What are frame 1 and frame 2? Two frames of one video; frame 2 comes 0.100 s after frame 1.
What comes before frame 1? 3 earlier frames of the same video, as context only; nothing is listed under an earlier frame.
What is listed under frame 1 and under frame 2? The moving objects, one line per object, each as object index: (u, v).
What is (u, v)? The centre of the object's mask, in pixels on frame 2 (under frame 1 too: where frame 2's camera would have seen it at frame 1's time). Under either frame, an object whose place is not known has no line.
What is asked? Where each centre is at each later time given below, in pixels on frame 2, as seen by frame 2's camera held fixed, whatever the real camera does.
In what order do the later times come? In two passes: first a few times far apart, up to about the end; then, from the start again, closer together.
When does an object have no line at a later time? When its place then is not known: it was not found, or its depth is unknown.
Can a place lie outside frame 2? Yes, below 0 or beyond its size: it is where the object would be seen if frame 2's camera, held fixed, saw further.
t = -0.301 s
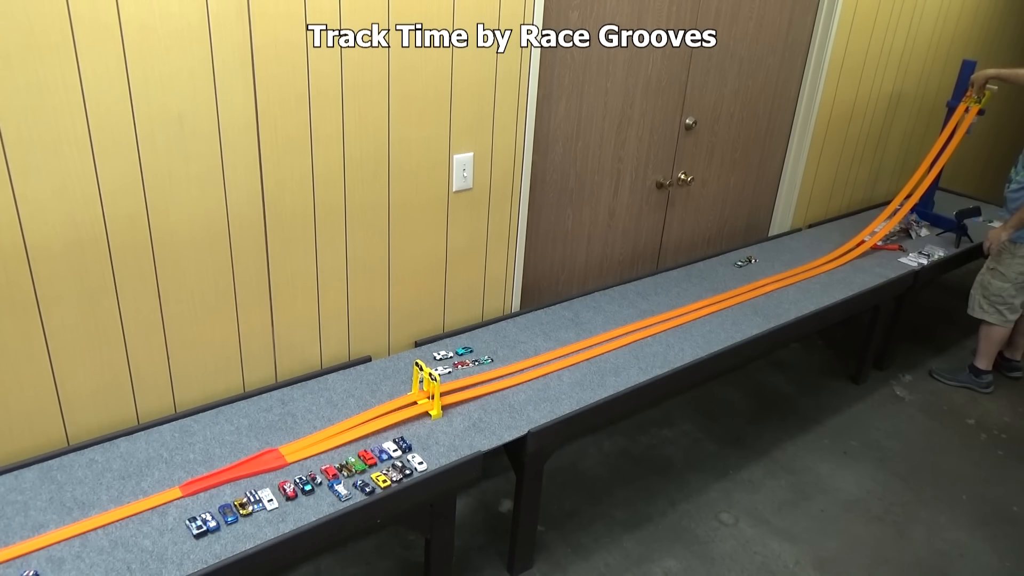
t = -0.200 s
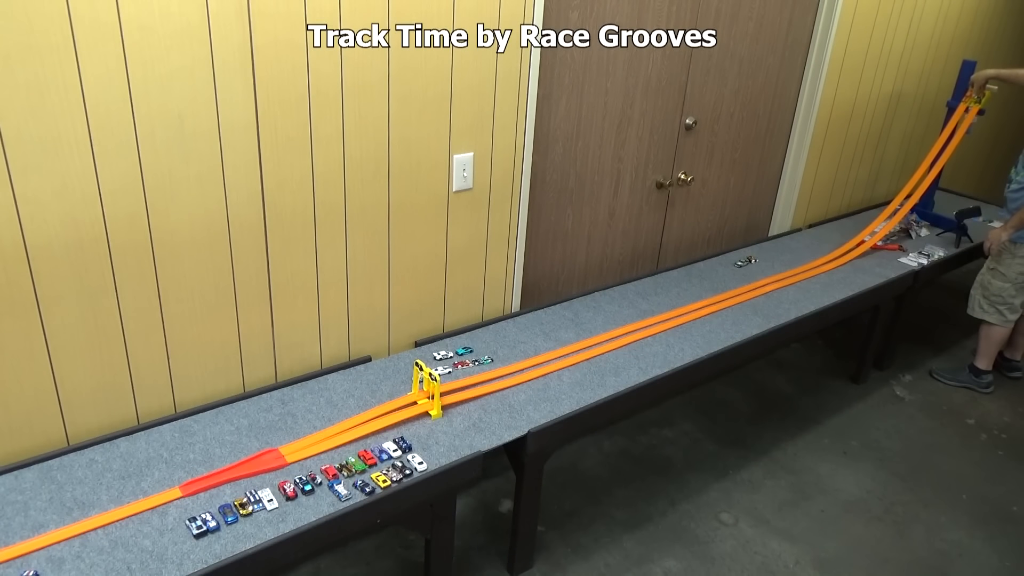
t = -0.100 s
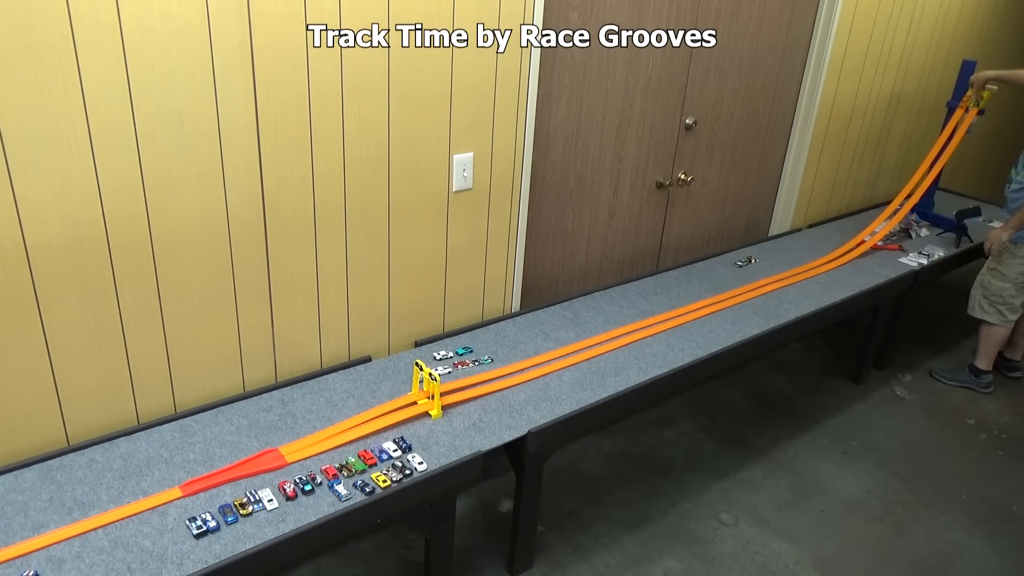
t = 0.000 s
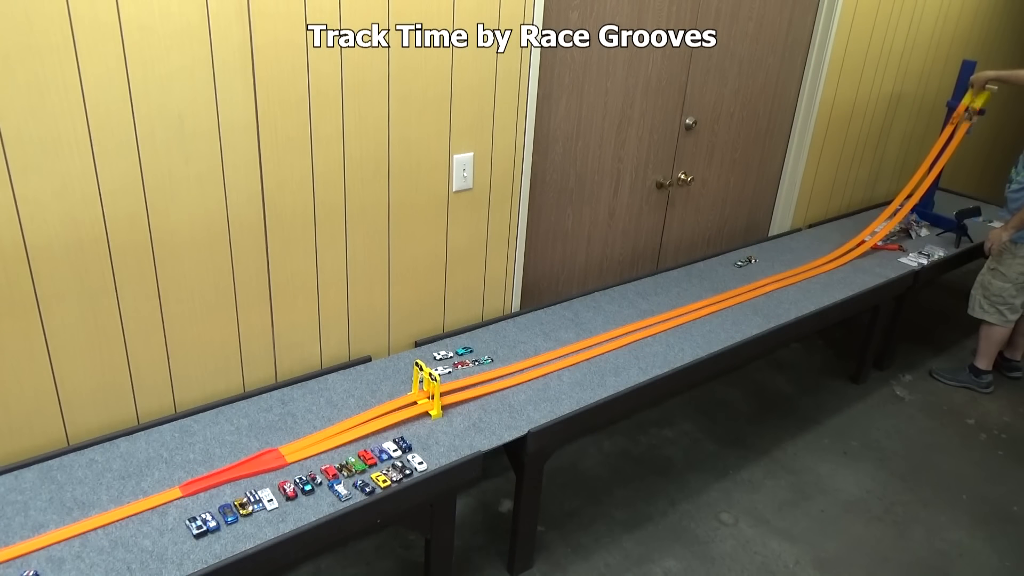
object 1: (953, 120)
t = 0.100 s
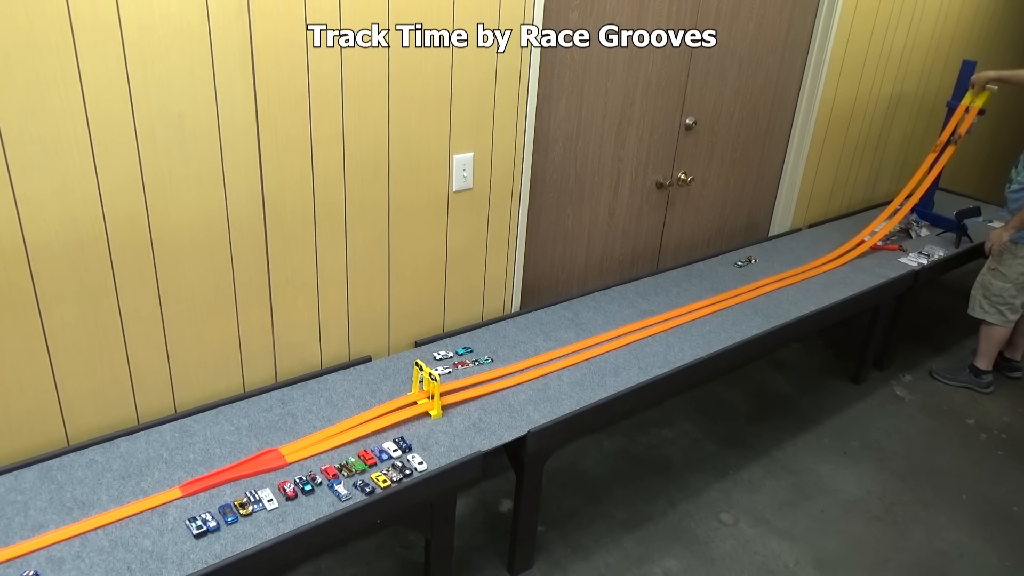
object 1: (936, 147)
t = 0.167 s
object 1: (921, 171)
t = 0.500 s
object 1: (805, 267)
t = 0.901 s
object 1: (609, 332)
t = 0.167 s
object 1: (921, 171)
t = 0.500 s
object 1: (805, 267)
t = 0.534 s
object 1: (792, 271)
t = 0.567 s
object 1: (778, 275)
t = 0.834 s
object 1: (651, 315)
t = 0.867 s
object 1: (629, 324)
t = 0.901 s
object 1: (609, 332)
